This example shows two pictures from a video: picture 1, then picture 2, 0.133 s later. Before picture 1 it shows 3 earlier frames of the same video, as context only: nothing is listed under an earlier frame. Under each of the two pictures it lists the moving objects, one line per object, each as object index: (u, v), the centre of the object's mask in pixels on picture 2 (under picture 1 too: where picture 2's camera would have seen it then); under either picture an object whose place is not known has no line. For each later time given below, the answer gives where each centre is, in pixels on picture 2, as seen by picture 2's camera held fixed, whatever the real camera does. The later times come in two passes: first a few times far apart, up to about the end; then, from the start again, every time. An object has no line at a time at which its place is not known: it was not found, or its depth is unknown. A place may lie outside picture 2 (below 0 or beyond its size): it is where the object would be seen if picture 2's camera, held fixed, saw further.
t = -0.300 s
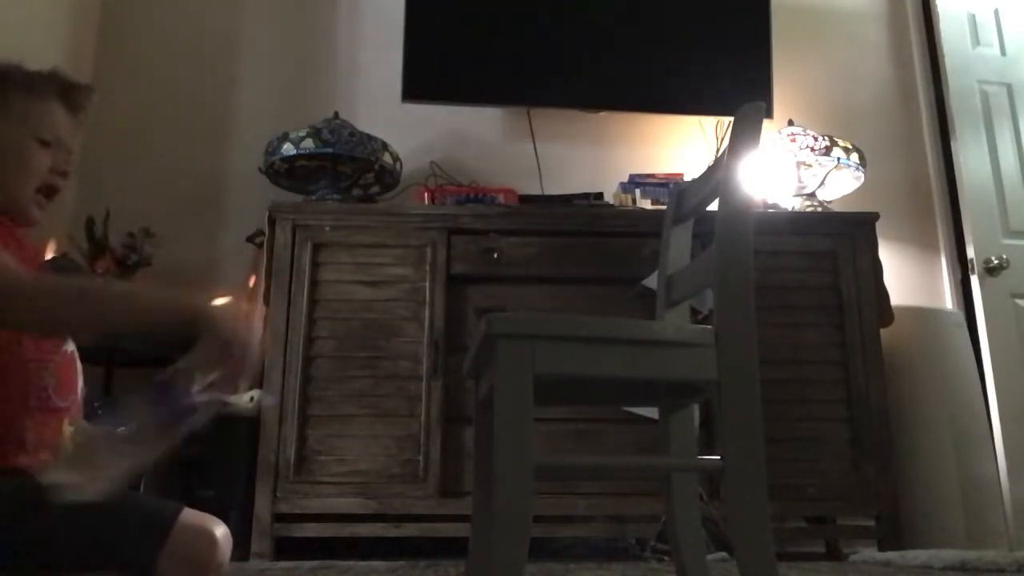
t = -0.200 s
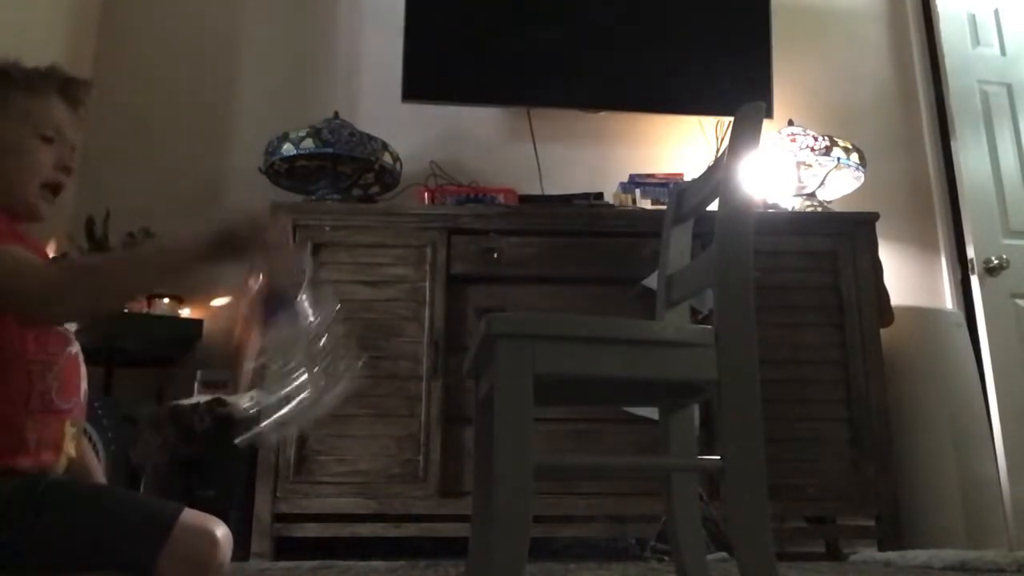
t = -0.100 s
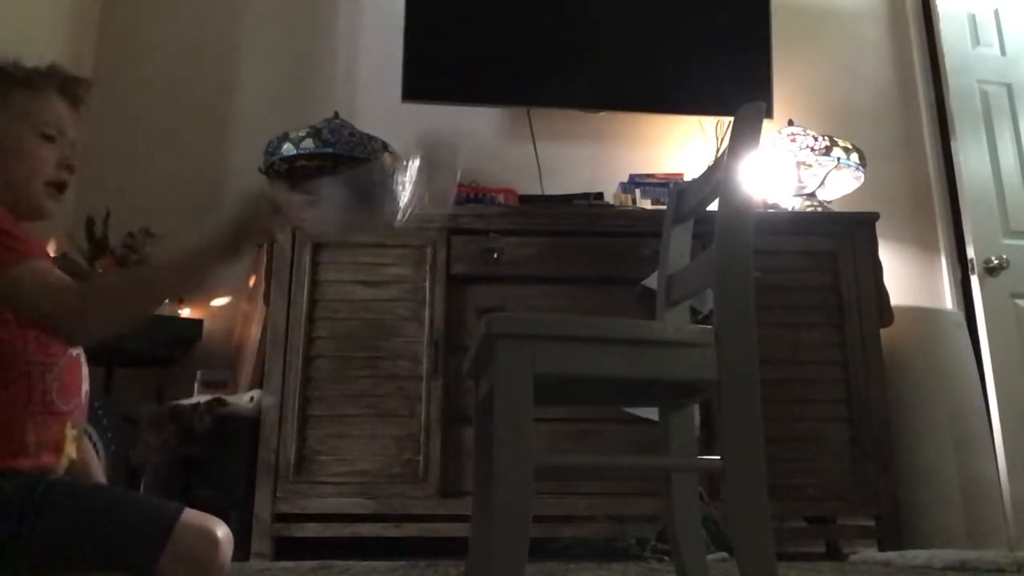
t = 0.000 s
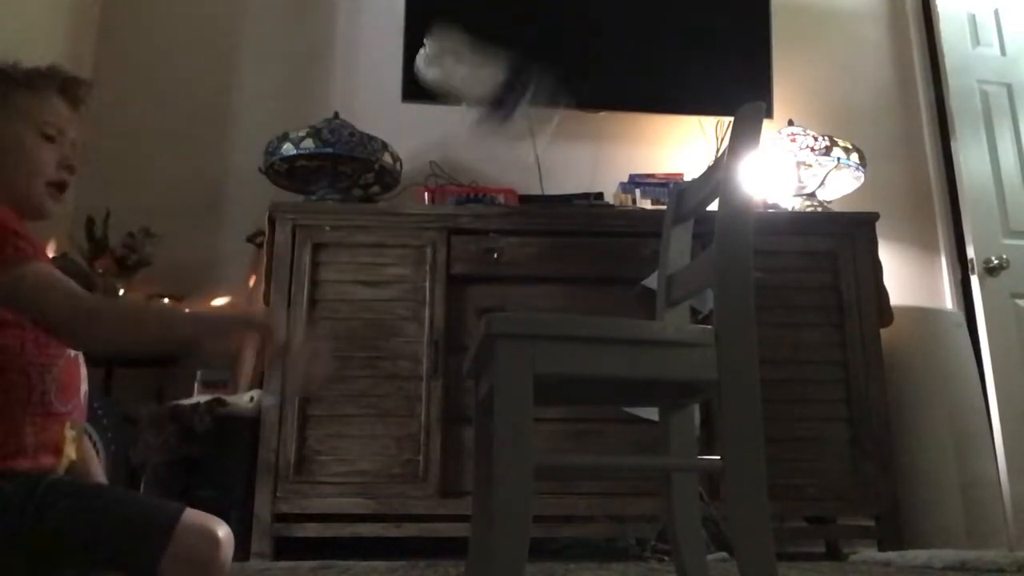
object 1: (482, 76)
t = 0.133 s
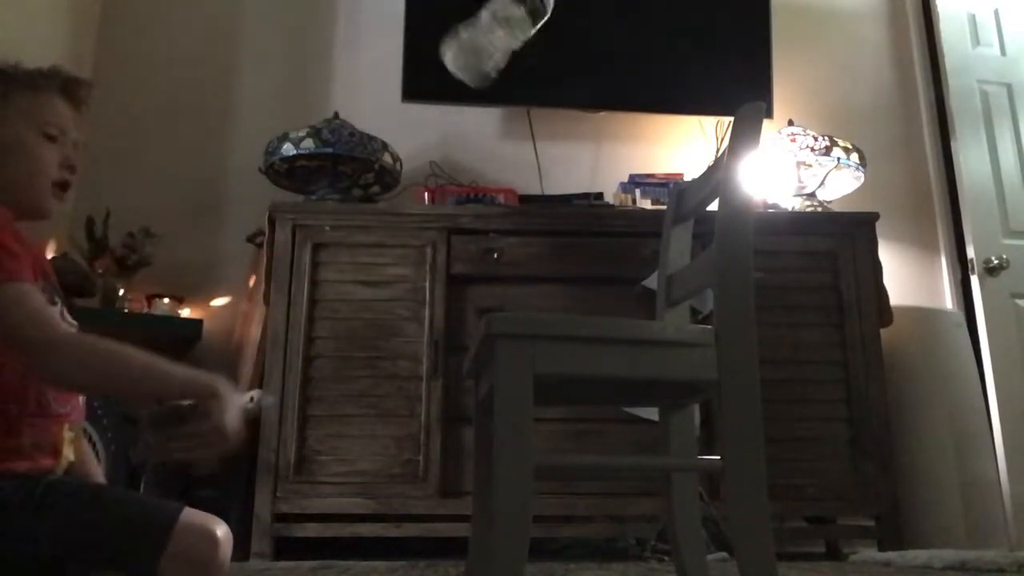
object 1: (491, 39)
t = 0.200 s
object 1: (510, 61)
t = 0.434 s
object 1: (541, 260)
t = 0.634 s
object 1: (560, 262)
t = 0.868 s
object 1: (572, 257)
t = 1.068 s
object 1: (572, 257)
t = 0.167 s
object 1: (500, 50)
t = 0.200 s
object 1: (510, 61)
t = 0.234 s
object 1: (519, 85)
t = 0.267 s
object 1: (526, 121)
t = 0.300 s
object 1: (533, 164)
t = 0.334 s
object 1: (540, 218)
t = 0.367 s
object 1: (545, 255)
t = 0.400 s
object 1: (542, 259)
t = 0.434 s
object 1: (541, 260)
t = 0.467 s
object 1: (543, 261)
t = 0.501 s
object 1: (544, 262)
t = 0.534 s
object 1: (546, 262)
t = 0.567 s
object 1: (549, 263)
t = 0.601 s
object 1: (553, 263)
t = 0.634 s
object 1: (560, 262)
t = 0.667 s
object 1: (566, 261)
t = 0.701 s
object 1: (569, 260)
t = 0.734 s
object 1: (568, 257)
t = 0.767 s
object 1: (567, 255)
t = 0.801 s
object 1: (567, 256)
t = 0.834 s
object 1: (571, 257)
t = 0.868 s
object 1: (572, 257)
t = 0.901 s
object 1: (572, 257)
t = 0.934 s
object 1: (572, 257)
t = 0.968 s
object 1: (572, 257)
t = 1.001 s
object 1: (572, 257)
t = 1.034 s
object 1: (572, 257)
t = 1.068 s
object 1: (572, 257)
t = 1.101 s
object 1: (572, 257)
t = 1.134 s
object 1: (572, 257)
